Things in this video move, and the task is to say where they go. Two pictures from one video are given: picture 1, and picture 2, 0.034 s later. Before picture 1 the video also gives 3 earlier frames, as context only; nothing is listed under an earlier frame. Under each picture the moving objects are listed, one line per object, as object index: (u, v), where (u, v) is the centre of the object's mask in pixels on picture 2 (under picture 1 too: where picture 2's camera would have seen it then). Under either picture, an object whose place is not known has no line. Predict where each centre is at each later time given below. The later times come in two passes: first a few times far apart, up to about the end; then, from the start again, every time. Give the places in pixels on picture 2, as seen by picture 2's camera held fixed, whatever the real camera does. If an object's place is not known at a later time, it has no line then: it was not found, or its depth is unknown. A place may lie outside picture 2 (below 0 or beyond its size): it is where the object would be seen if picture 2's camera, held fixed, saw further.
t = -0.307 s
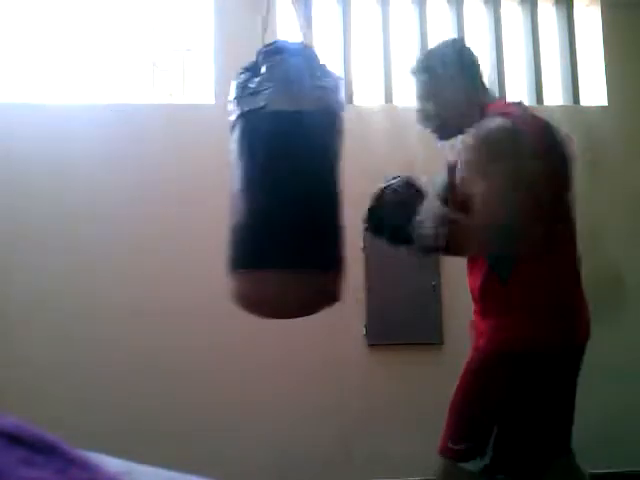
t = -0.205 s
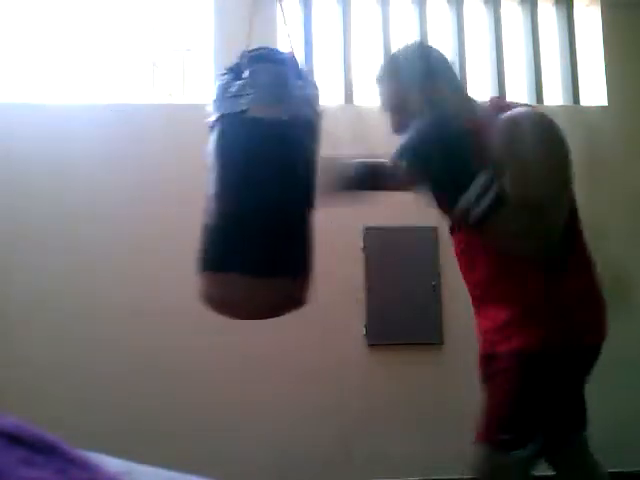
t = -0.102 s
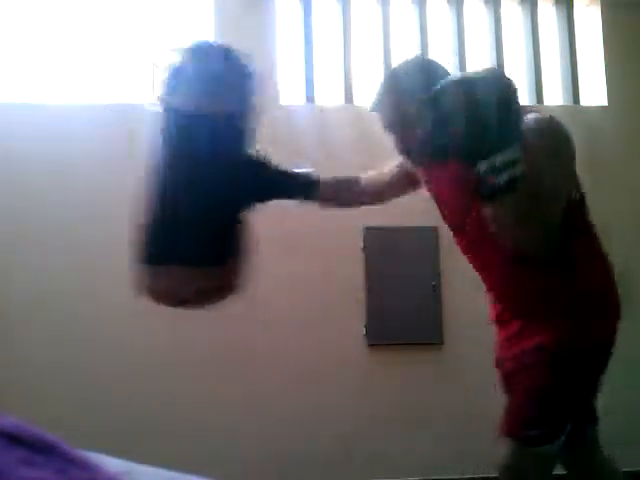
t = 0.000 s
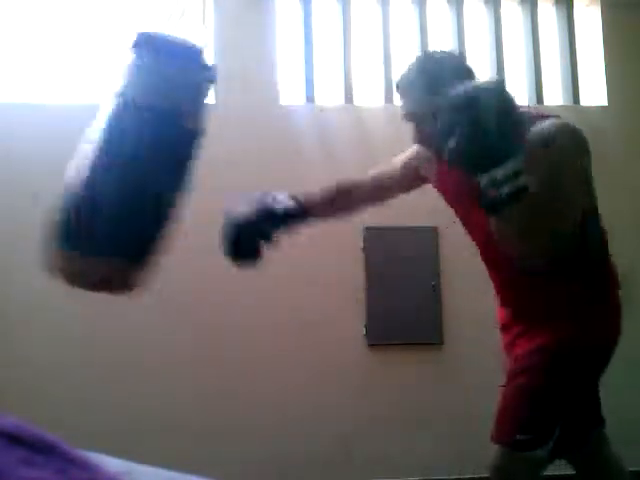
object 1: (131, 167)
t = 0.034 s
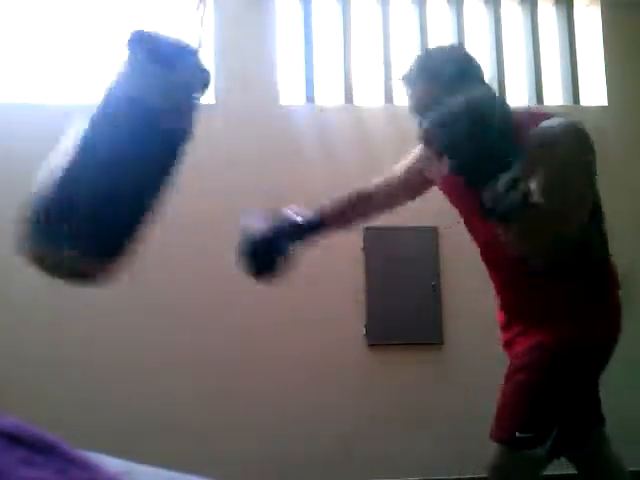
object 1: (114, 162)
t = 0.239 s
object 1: (68, 110)
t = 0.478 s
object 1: (56, 101)
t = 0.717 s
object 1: (113, 161)
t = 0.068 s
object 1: (100, 154)
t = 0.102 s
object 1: (92, 144)
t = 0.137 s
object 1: (85, 135)
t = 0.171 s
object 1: (80, 126)
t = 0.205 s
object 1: (74, 117)
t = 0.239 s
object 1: (68, 110)
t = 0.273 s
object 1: (63, 103)
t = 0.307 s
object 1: (58, 98)
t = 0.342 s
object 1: (55, 95)
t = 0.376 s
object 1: (53, 93)
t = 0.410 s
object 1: (53, 93)
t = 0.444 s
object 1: (53, 96)
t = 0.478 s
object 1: (56, 101)
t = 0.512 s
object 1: (60, 108)
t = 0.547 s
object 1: (66, 117)
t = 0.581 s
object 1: (72, 126)
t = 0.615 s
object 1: (79, 135)
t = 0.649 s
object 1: (85, 145)
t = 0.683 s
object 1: (98, 154)
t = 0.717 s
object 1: (113, 161)
